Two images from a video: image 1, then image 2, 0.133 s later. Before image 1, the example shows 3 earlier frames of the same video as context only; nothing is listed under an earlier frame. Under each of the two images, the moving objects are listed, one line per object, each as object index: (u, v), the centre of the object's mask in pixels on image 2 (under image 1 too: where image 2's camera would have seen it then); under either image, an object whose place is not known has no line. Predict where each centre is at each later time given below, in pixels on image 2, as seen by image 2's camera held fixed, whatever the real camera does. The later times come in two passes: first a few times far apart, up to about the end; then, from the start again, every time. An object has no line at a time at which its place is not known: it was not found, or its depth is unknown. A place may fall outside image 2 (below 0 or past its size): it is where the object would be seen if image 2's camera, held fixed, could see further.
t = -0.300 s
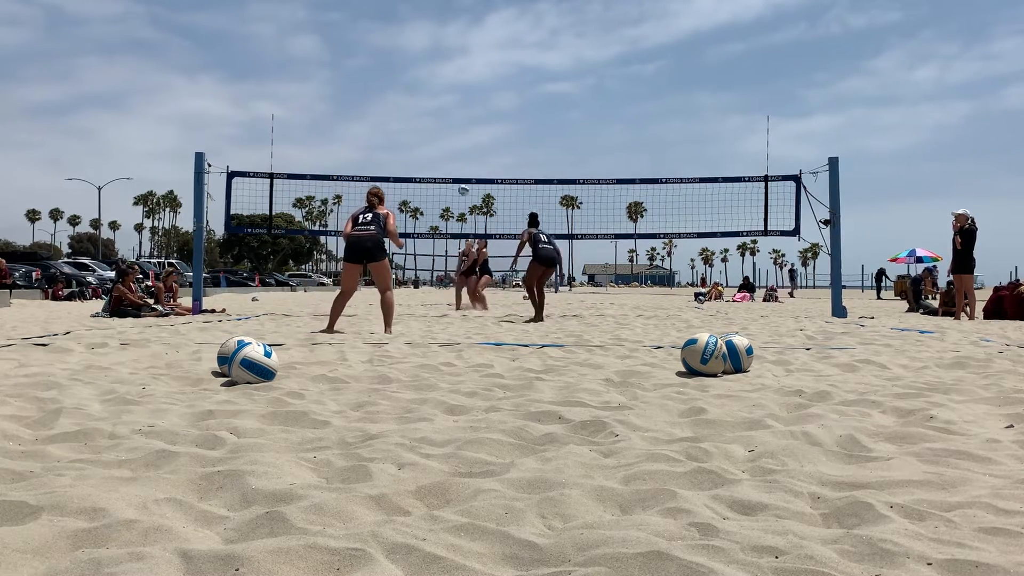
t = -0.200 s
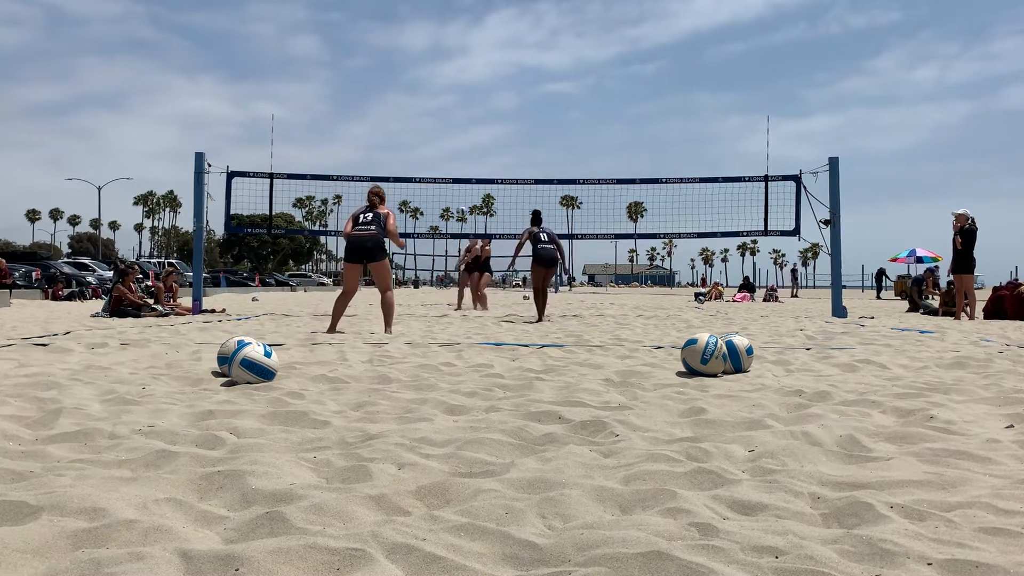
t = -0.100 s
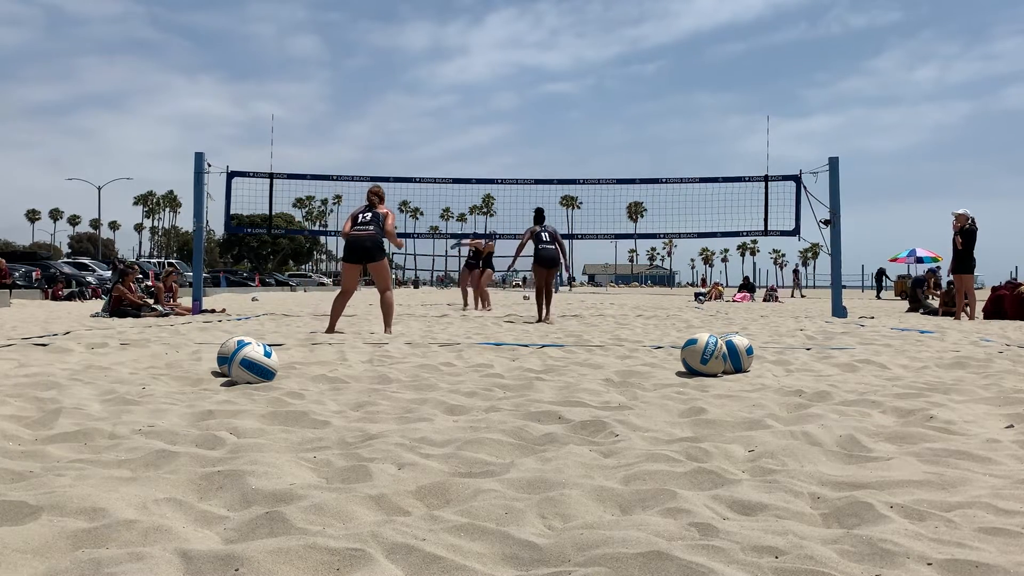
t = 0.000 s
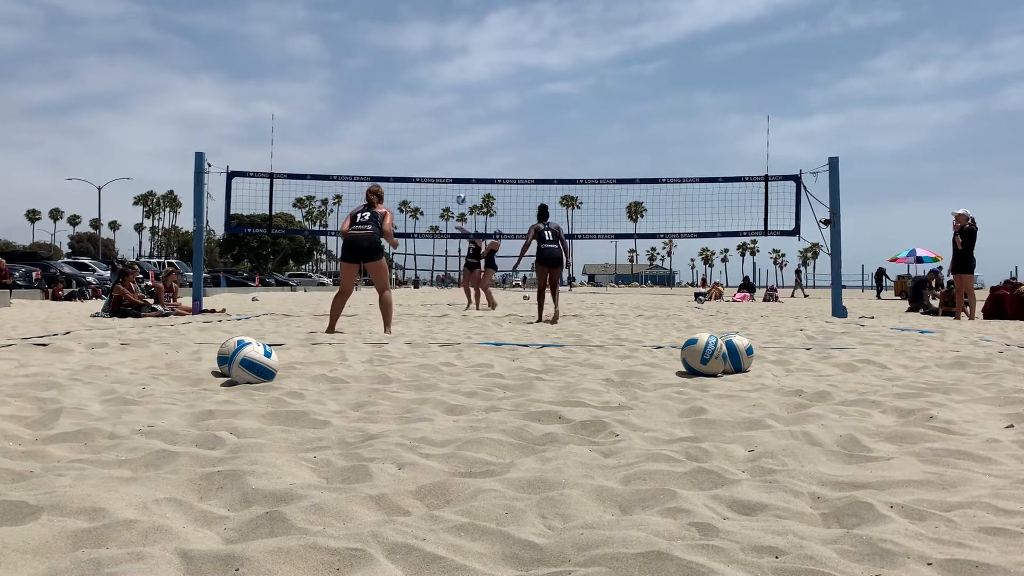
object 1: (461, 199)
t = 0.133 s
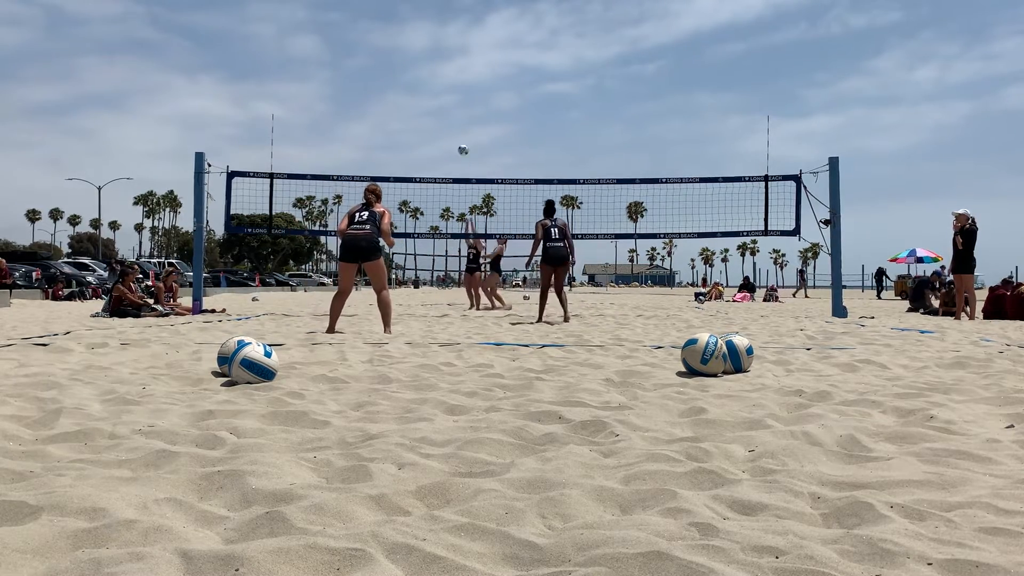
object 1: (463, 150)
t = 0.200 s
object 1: (464, 128)
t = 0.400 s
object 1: (464, 75)
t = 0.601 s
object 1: (464, 40)
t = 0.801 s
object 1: (462, 26)
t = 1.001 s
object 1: (458, 33)
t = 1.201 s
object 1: (453, 61)
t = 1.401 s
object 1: (446, 113)
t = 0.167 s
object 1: (464, 139)
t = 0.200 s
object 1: (464, 128)
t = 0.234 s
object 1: (464, 118)
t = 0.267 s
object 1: (464, 108)
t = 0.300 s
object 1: (465, 99)
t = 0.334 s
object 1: (465, 90)
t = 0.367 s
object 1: (464, 82)
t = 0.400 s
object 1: (464, 75)
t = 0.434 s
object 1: (465, 68)
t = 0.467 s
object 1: (464, 61)
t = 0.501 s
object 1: (464, 55)
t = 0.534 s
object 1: (464, 50)
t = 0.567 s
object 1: (464, 45)
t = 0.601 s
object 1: (464, 40)
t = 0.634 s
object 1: (464, 37)
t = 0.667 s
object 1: (463, 34)
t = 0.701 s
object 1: (463, 31)
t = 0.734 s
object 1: (463, 29)
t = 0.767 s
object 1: (462, 28)
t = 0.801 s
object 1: (462, 26)
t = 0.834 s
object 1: (461, 26)
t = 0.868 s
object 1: (461, 26)
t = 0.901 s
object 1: (460, 27)
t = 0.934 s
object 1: (460, 28)
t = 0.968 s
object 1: (459, 30)
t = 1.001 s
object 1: (458, 33)
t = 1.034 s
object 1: (457, 36)
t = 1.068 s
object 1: (456, 40)
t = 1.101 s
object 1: (456, 44)
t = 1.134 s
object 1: (455, 49)
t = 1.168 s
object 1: (454, 55)
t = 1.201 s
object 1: (453, 61)
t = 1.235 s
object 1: (452, 68)
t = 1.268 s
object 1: (451, 76)
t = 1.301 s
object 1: (450, 84)
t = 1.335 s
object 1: (448, 93)
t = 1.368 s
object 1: (447, 103)
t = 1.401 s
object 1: (446, 113)
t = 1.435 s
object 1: (444, 124)
